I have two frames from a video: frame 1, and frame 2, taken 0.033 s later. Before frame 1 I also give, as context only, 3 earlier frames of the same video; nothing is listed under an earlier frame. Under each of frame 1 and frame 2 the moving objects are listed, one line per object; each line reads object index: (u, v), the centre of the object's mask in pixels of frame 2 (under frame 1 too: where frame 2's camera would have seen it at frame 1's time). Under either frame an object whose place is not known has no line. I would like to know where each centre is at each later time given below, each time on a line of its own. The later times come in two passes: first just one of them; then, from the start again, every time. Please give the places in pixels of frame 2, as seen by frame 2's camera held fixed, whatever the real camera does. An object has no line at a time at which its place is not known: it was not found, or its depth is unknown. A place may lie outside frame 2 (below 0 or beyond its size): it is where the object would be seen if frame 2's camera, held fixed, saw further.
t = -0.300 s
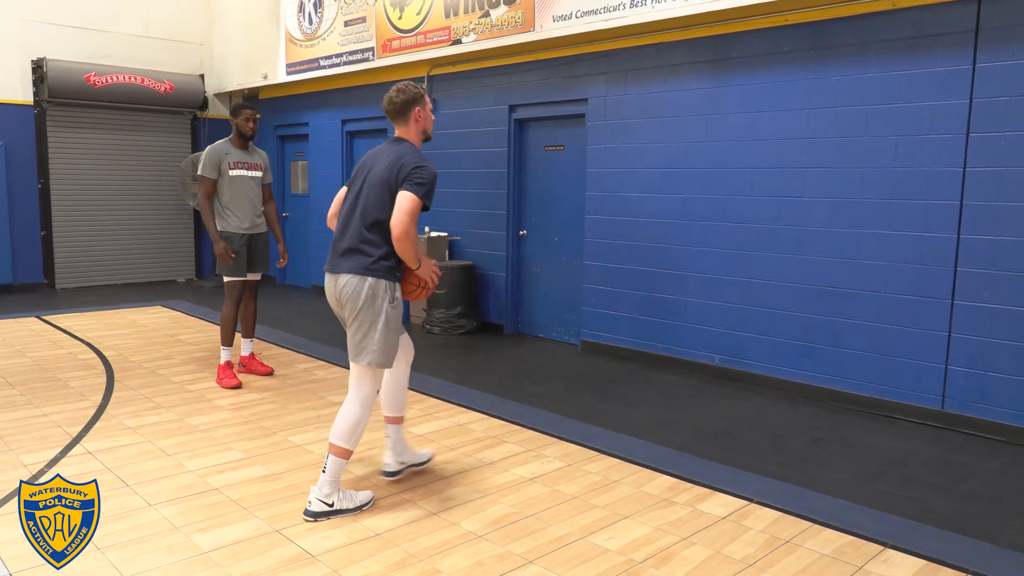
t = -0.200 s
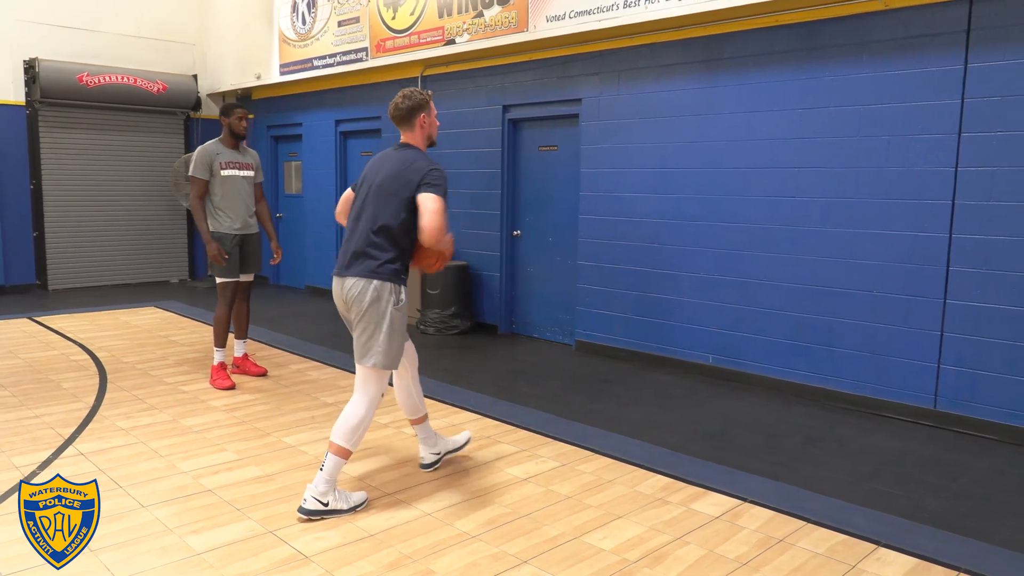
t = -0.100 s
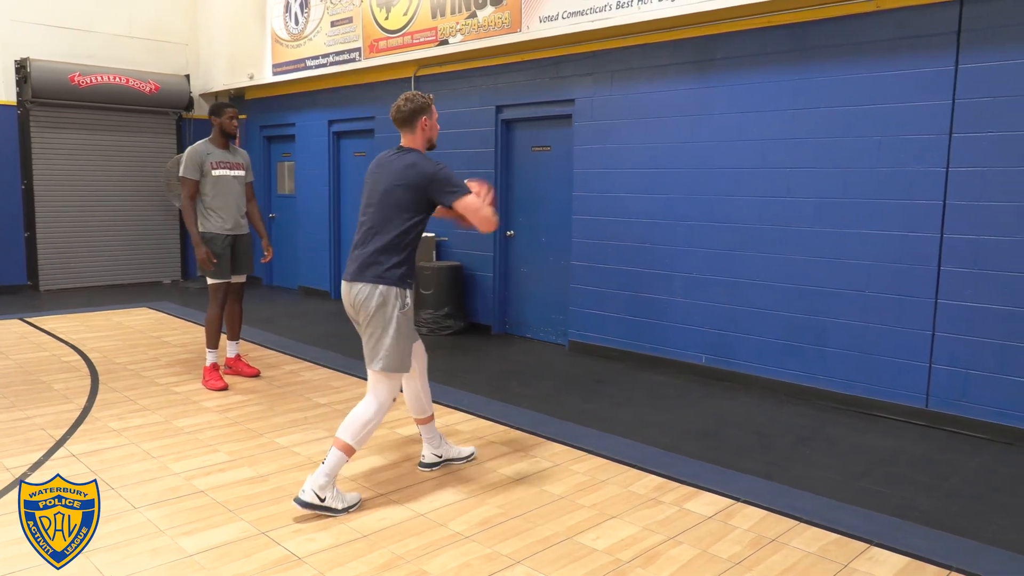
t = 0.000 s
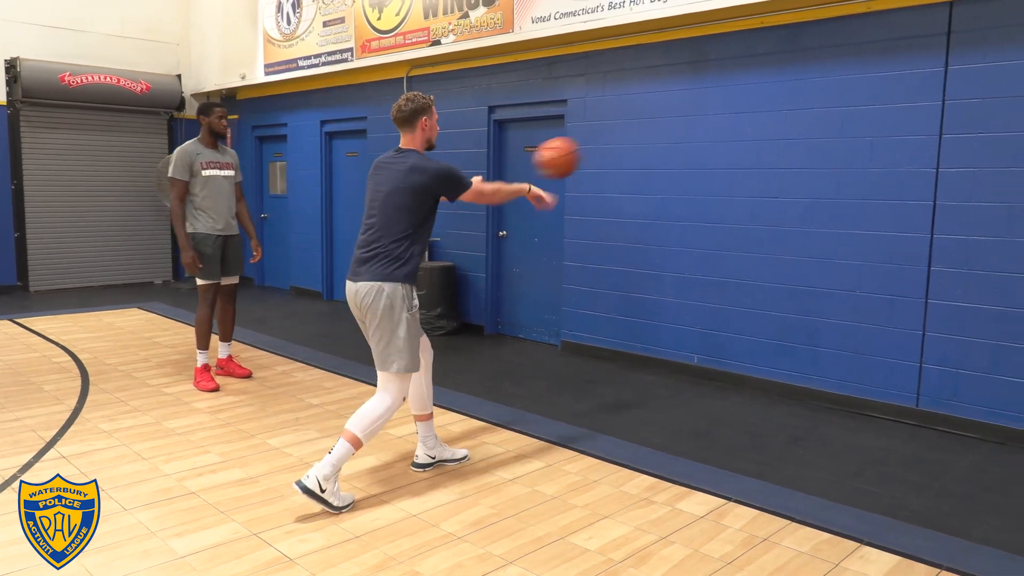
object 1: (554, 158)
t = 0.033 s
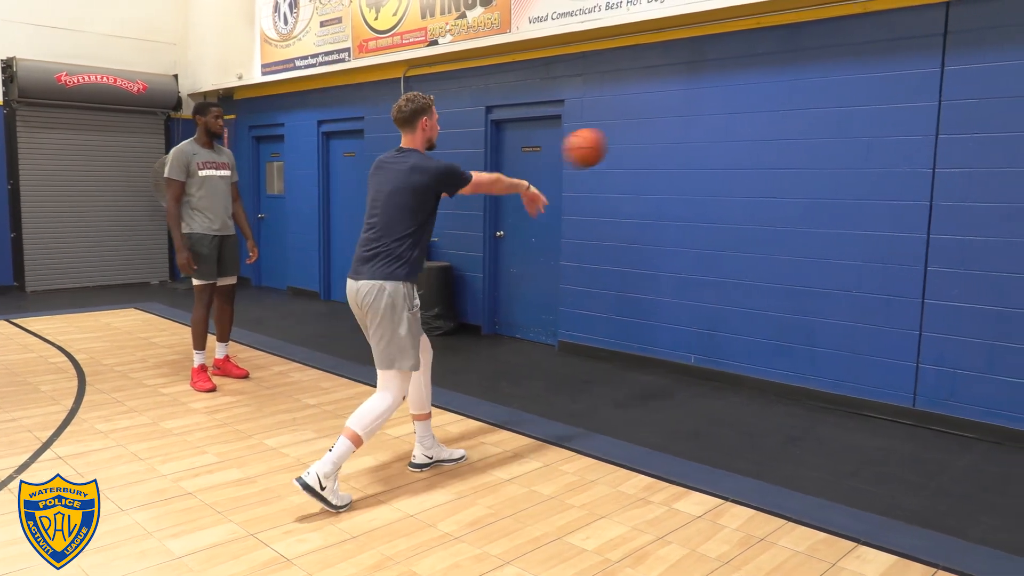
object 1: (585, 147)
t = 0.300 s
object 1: (661, 137)
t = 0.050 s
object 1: (599, 143)
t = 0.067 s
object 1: (613, 139)
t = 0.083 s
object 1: (625, 136)
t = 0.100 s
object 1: (637, 134)
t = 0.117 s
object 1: (649, 131)
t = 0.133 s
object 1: (660, 130)
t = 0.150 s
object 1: (672, 128)
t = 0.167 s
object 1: (682, 127)
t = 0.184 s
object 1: (692, 127)
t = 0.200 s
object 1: (702, 127)
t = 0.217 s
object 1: (705, 128)
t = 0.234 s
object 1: (697, 129)
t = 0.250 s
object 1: (688, 130)
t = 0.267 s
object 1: (679, 132)
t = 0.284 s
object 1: (670, 134)
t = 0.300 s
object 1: (661, 137)
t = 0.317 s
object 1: (652, 140)
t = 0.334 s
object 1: (642, 144)
